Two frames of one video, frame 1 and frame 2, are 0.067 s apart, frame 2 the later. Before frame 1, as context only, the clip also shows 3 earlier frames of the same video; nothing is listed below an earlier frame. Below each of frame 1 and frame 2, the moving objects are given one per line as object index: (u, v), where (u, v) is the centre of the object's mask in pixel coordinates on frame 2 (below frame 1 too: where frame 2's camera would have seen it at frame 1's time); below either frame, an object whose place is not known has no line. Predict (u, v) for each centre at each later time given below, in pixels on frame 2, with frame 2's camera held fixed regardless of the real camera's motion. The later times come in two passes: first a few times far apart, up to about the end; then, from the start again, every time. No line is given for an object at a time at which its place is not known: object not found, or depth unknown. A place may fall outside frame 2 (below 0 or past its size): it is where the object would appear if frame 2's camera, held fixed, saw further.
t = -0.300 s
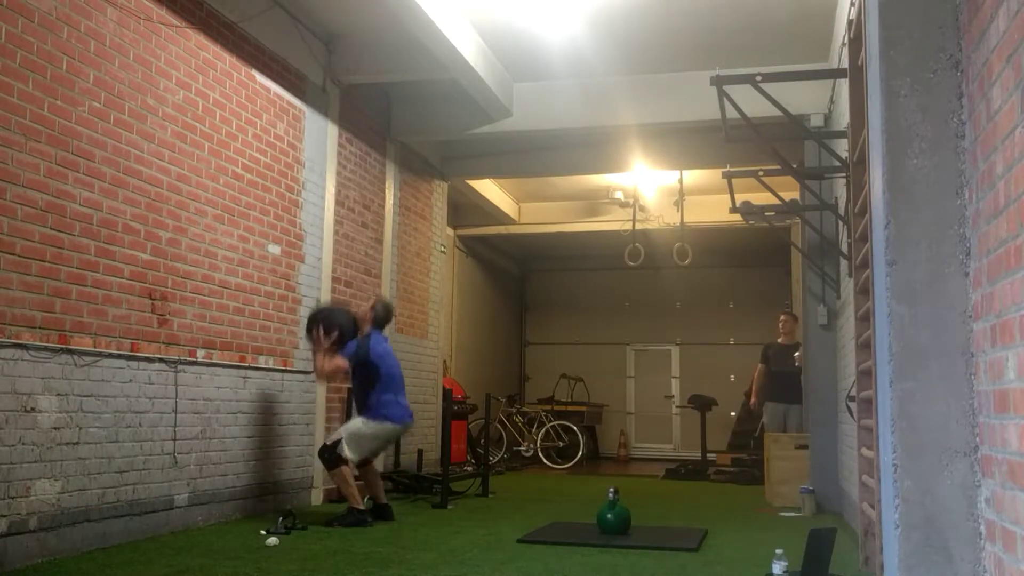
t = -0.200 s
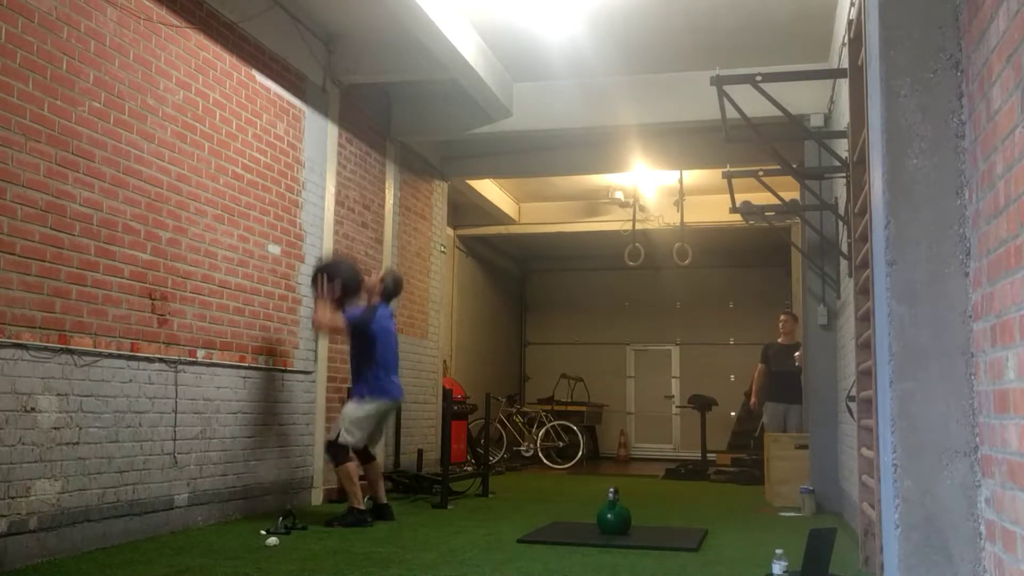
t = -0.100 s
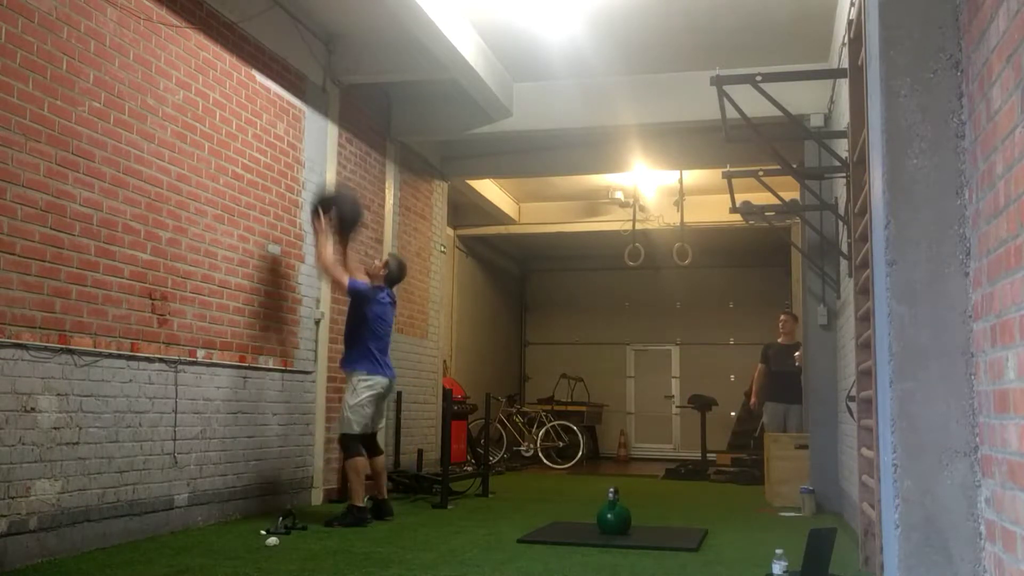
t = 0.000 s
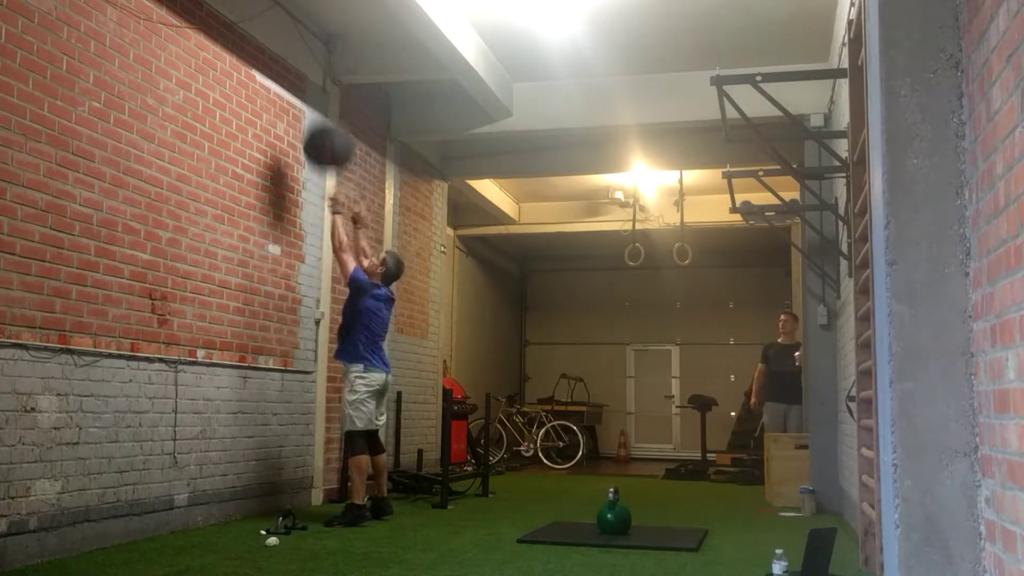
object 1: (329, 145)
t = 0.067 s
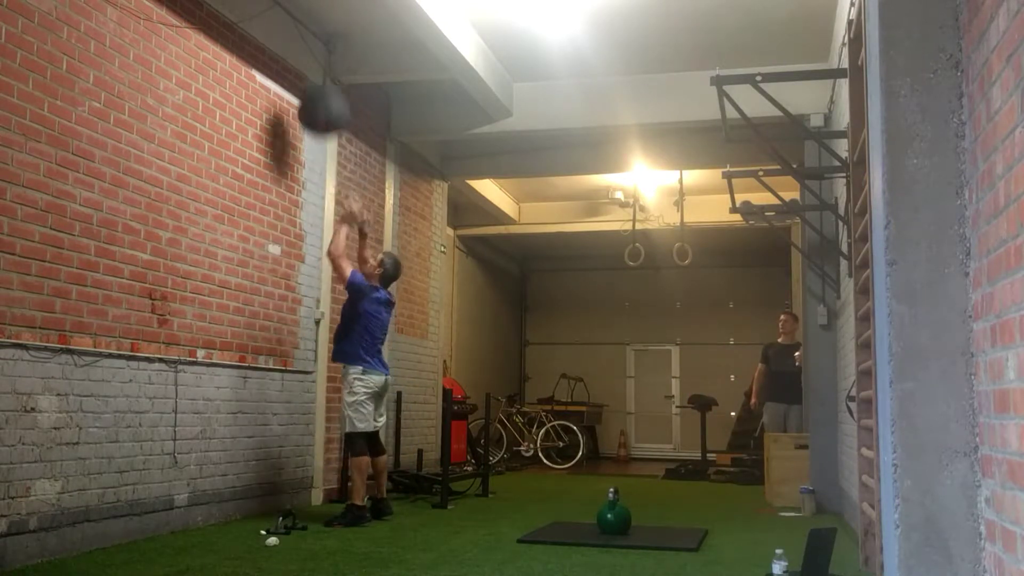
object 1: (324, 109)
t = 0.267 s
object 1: (305, 46)
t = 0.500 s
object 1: (303, 39)
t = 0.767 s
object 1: (316, 111)
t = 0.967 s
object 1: (324, 234)
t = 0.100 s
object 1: (320, 96)
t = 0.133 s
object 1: (317, 83)
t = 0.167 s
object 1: (314, 72)
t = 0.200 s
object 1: (311, 62)
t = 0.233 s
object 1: (309, 54)
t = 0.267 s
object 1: (305, 46)
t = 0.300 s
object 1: (302, 41)
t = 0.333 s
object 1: (299, 37)
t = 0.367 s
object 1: (298, 36)
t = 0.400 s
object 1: (298, 35)
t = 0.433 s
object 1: (299, 34)
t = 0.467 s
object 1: (301, 36)
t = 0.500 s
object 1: (303, 39)
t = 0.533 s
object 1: (305, 43)
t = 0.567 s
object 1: (308, 47)
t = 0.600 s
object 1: (308, 55)
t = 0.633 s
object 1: (310, 63)
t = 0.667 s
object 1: (312, 76)
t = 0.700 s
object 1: (315, 86)
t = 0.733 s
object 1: (315, 98)
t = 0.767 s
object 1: (316, 111)
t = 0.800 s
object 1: (318, 131)
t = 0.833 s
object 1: (319, 148)
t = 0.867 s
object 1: (320, 166)
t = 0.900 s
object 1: (322, 188)
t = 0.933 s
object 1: (323, 212)
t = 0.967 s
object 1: (324, 234)
